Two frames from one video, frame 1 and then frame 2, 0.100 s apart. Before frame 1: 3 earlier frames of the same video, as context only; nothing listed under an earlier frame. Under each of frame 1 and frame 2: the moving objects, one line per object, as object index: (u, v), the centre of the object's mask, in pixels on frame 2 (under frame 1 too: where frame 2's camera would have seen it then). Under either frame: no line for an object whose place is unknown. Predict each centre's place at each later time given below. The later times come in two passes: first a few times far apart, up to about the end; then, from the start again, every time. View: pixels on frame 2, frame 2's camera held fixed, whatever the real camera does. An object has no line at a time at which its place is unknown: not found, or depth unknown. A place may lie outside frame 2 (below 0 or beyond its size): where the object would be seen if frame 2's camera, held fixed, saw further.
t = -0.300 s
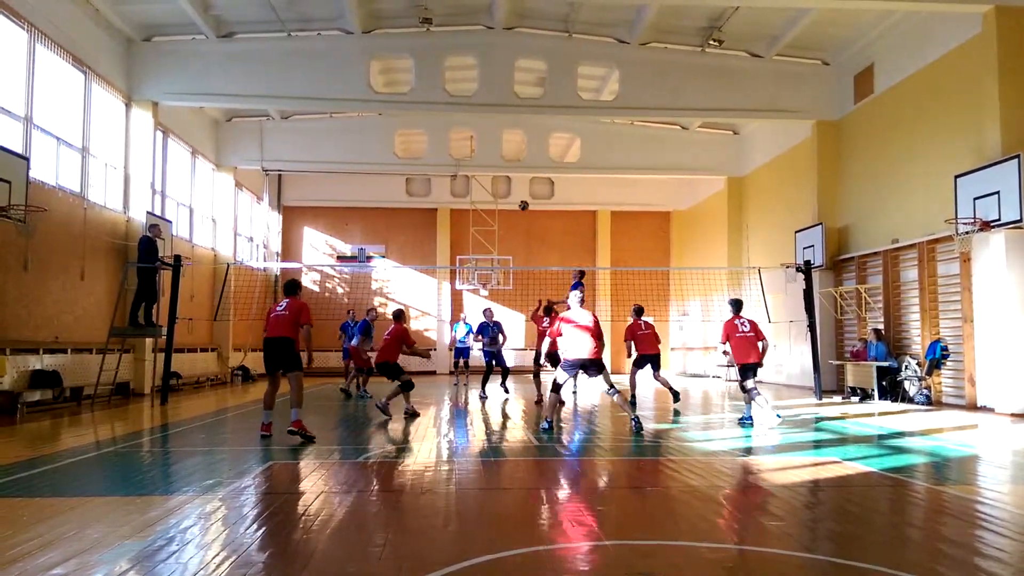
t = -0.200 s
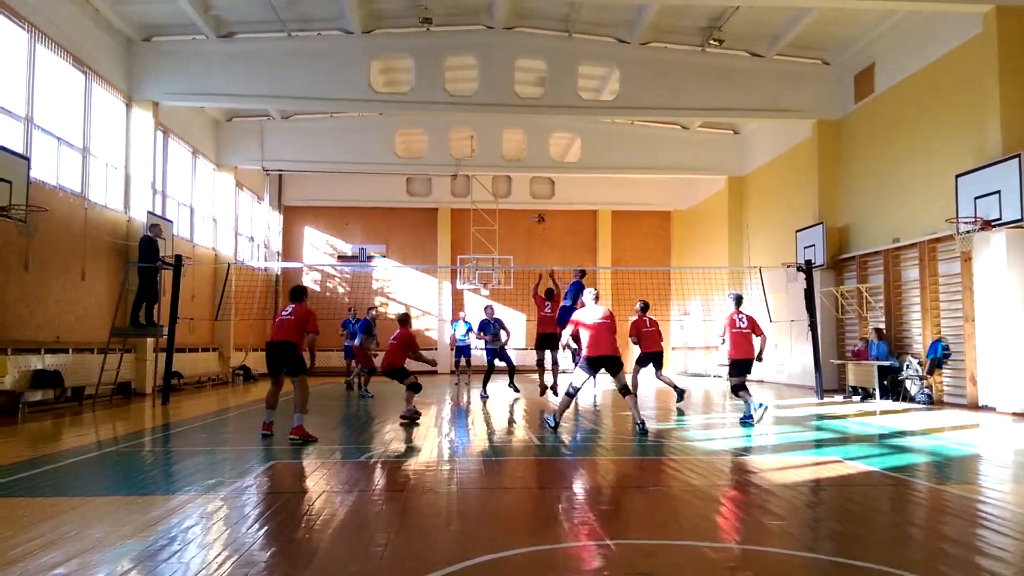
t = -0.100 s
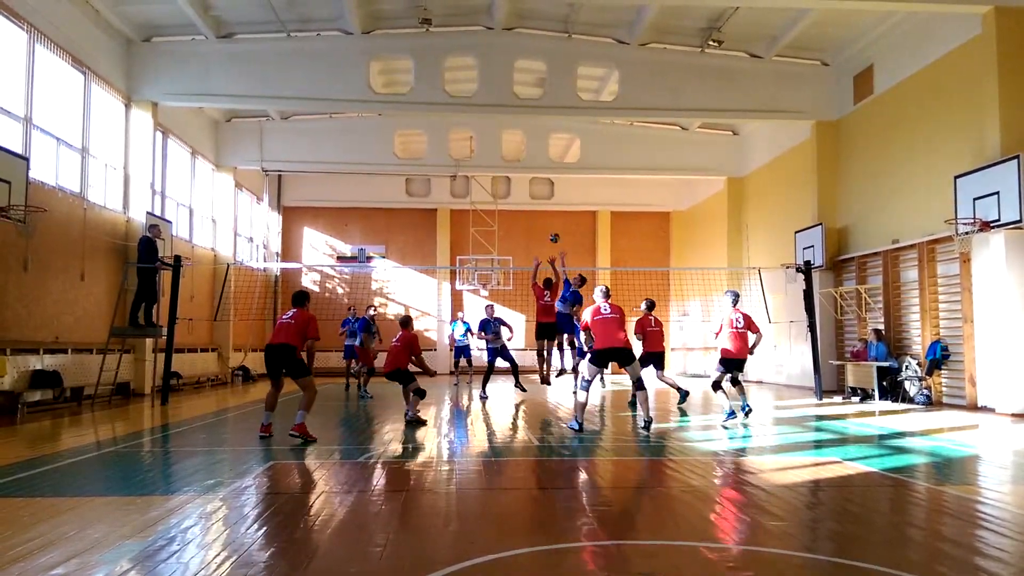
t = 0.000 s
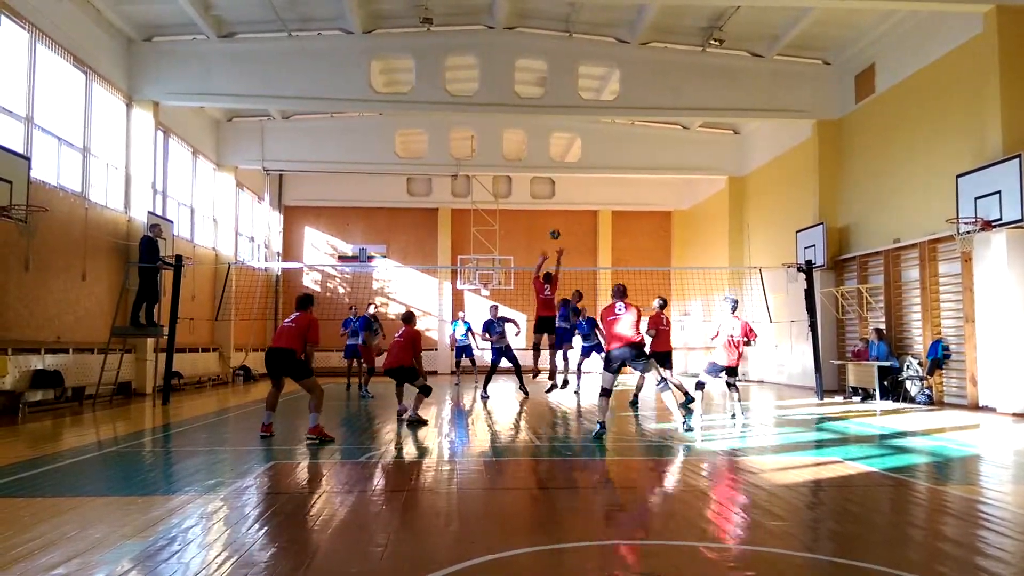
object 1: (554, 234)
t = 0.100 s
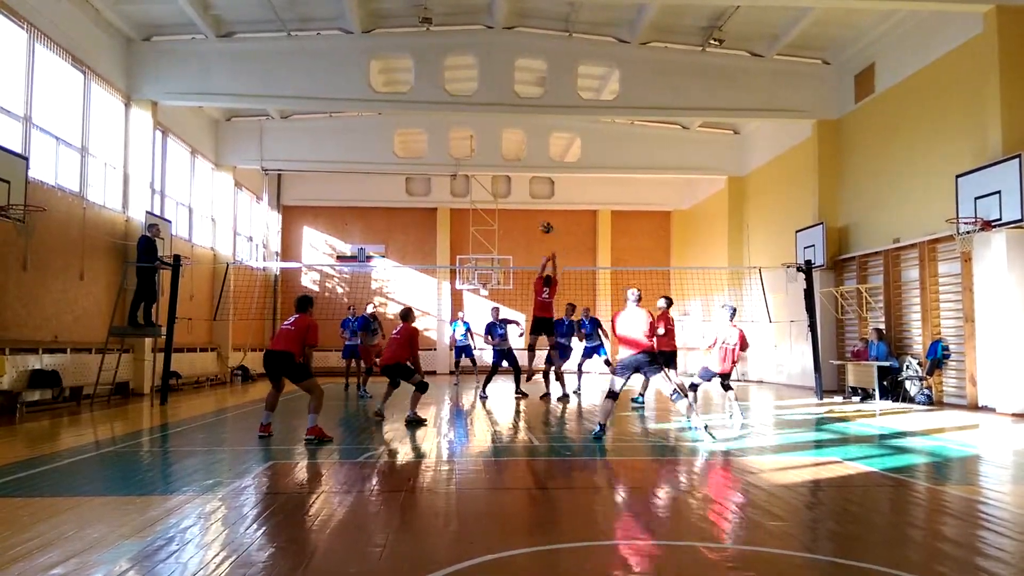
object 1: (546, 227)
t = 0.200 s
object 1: (539, 226)
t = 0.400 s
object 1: (517, 236)
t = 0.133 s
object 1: (544, 227)
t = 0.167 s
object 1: (542, 226)
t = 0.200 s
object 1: (539, 226)
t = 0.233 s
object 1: (536, 225)
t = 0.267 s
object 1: (532, 226)
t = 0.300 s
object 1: (529, 228)
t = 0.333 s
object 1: (526, 230)
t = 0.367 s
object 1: (522, 233)
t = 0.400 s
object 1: (517, 236)
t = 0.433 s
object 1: (513, 240)
